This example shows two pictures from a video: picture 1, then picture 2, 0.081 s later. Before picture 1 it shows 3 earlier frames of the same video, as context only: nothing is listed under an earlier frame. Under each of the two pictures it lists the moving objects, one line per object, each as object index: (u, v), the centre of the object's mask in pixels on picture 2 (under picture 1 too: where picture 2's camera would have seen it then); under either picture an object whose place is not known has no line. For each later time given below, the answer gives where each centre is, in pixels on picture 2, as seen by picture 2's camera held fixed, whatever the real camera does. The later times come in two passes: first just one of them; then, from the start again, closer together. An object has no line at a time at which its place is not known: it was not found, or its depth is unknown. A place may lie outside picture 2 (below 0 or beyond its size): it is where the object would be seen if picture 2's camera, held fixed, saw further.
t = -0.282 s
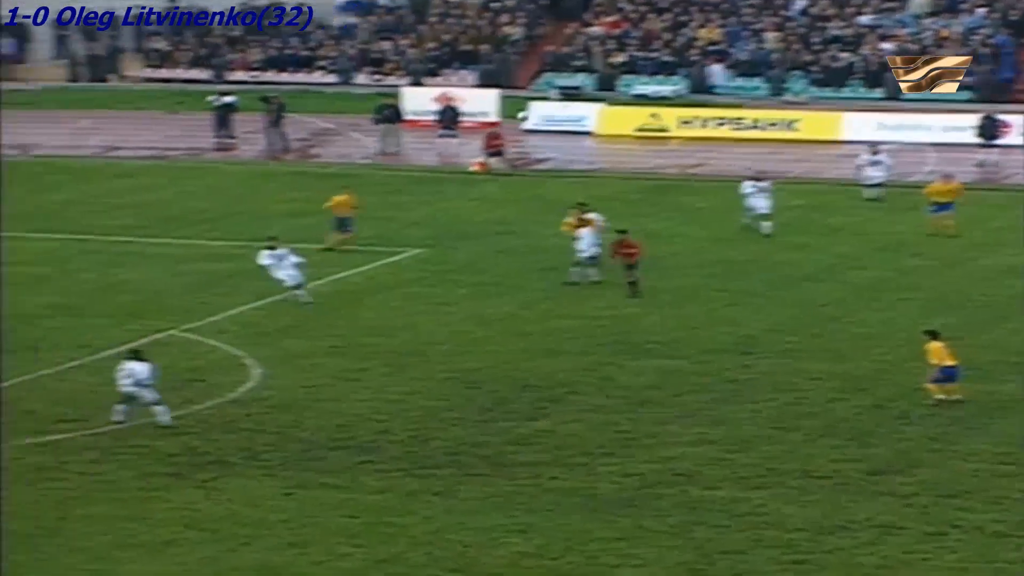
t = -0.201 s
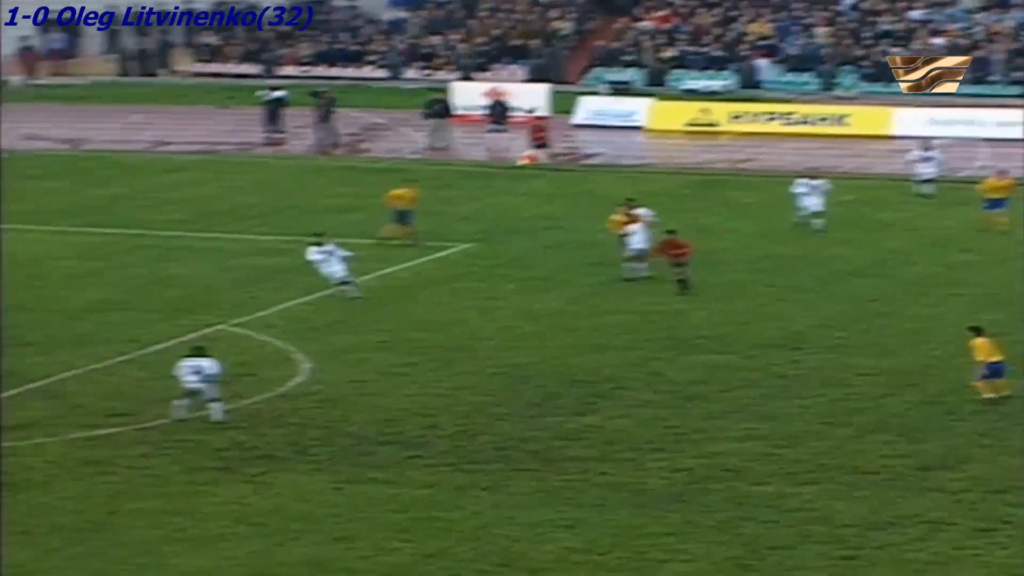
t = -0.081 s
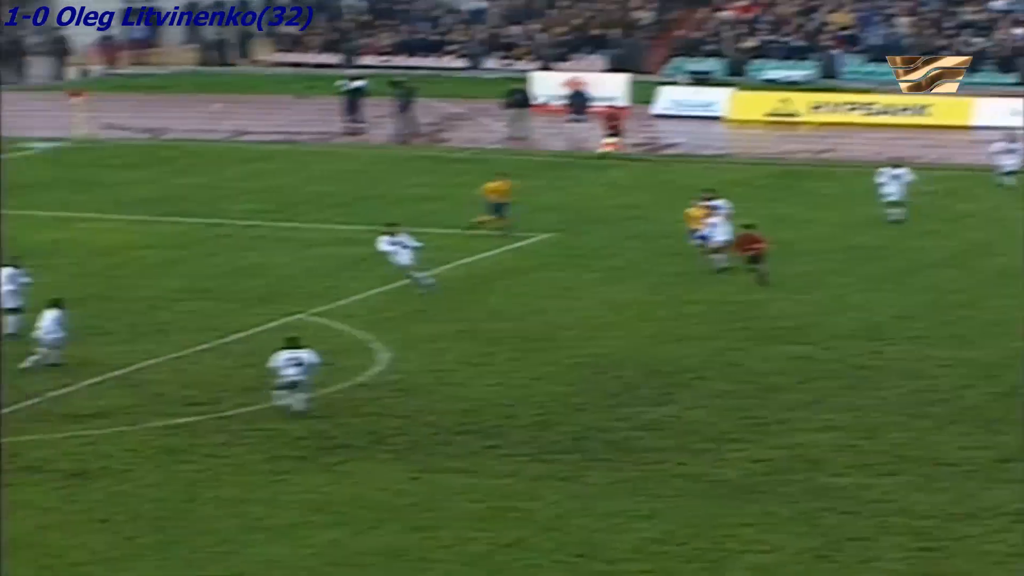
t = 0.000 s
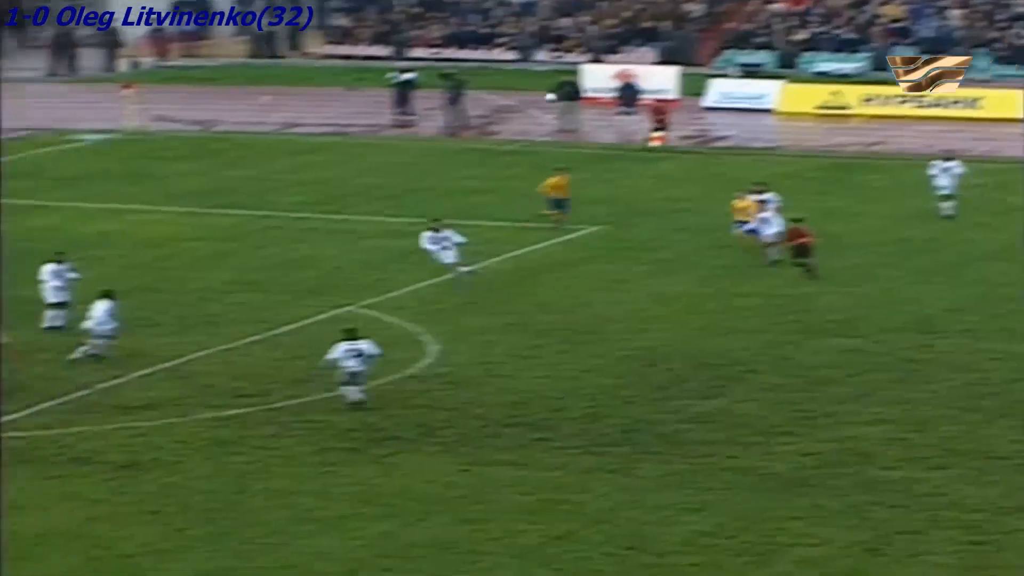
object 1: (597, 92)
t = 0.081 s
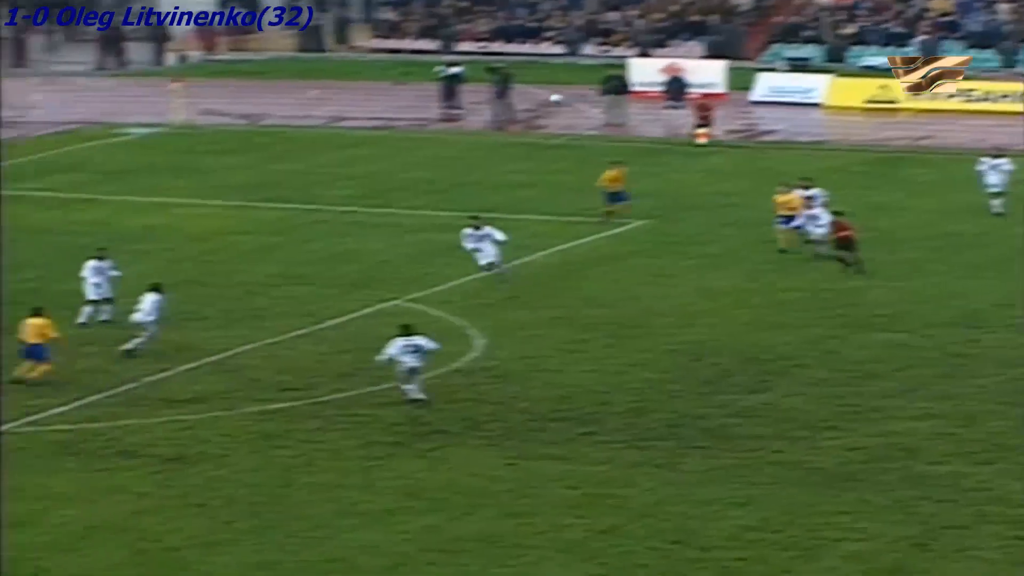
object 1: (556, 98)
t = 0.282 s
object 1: (457, 126)
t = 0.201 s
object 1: (496, 113)
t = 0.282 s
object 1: (457, 126)
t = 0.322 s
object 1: (438, 133)
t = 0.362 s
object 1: (419, 140)
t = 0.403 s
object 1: (401, 150)
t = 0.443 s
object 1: (383, 160)
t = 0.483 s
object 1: (364, 171)
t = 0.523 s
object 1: (345, 181)
